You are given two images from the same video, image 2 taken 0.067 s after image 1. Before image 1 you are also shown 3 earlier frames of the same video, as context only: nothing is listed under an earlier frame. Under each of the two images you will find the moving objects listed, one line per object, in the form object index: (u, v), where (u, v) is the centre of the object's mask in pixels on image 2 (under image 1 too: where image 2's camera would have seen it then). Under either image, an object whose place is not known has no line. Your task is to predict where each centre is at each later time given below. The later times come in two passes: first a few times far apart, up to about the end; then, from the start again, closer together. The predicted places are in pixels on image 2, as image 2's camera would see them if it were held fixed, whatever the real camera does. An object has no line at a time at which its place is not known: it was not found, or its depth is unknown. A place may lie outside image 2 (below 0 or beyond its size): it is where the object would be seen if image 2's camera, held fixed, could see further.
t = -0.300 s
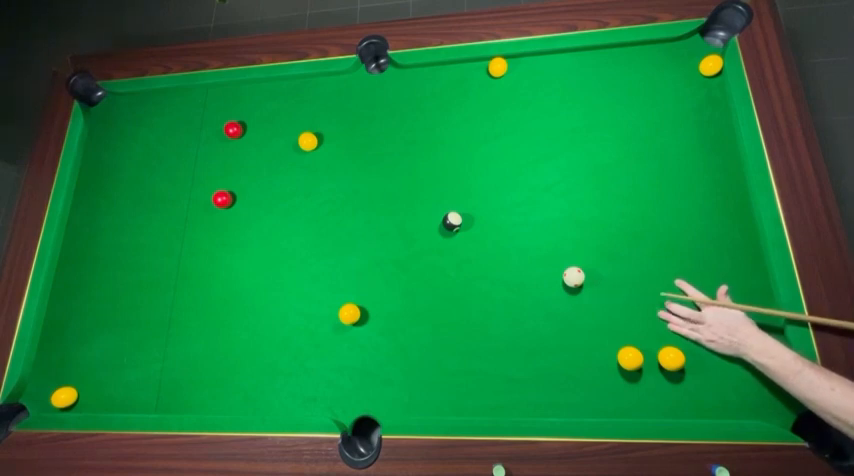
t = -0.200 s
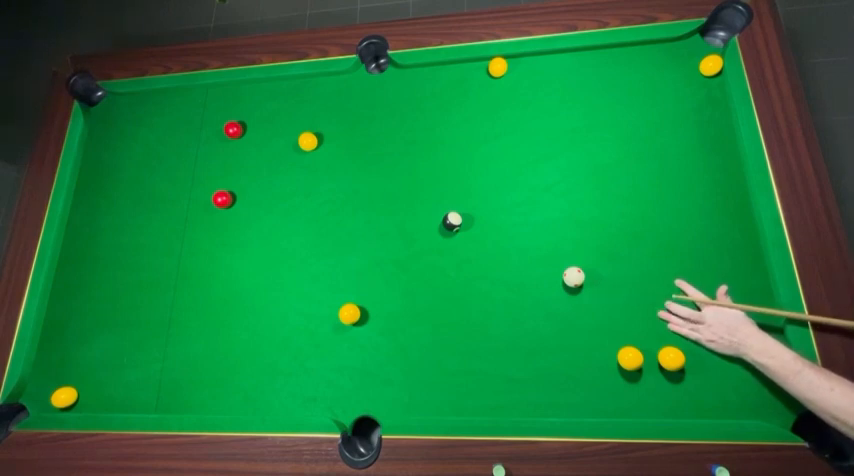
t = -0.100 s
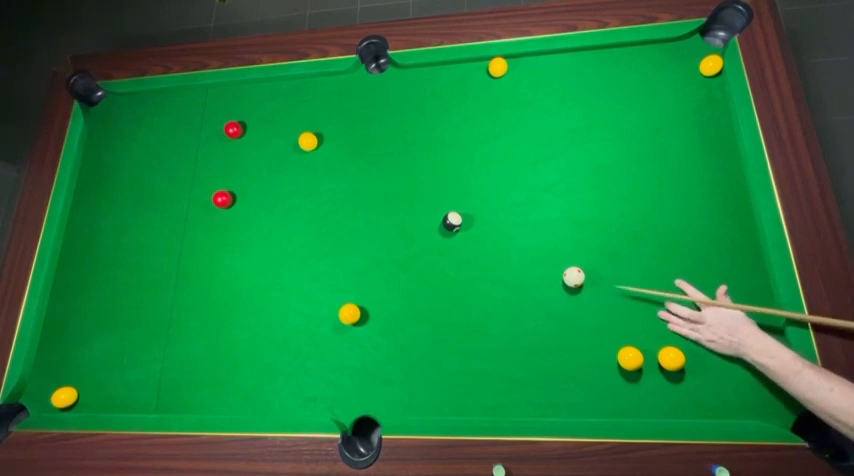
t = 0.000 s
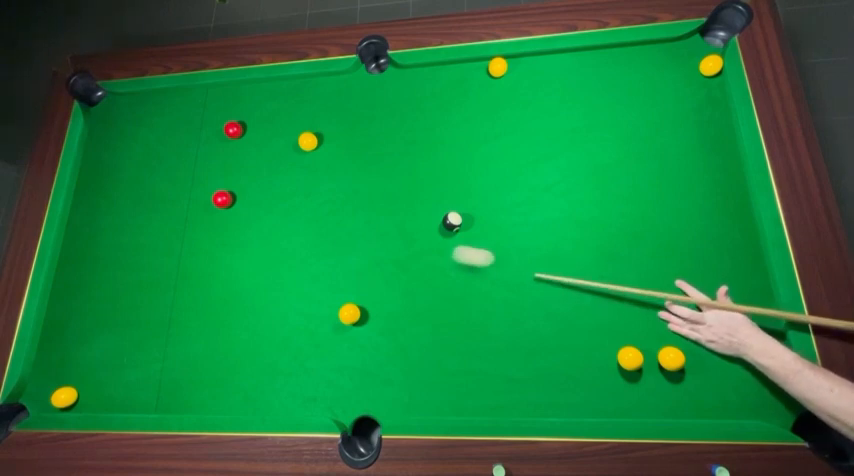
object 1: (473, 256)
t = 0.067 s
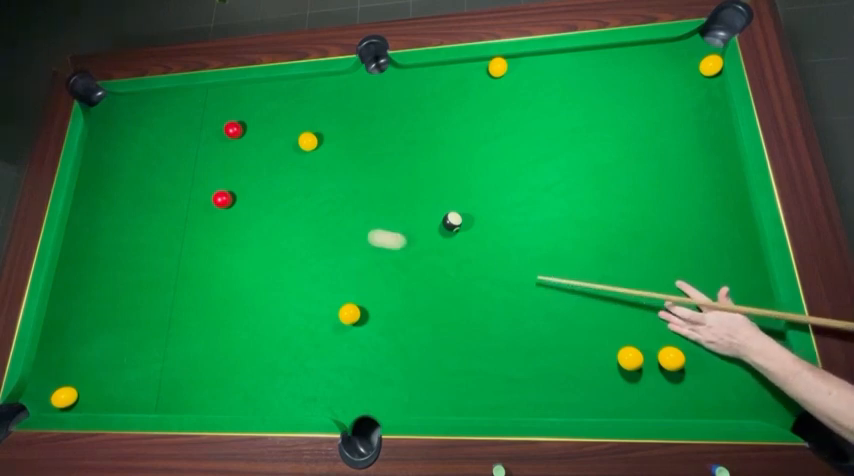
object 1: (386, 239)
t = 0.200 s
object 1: (242, 211)
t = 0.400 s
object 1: (194, 274)
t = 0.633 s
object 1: (166, 342)
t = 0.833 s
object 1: (143, 402)
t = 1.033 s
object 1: (147, 369)
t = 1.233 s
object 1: (150, 342)
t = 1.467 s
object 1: (154, 314)
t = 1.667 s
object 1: (158, 292)
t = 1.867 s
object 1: (161, 273)
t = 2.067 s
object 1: (164, 256)
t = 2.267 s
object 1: (167, 240)
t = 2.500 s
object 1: (170, 224)
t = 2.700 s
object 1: (173, 212)
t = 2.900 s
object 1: (175, 202)
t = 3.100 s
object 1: (177, 193)
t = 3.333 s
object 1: (179, 185)
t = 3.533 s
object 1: (180, 179)
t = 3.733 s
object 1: (181, 175)
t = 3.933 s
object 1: (181, 173)
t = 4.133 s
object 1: (181, 171)
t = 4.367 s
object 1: (181, 170)
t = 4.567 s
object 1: (181, 170)
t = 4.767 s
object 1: (181, 170)
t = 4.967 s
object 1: (181, 171)
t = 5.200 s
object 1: (181, 171)
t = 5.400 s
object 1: (181, 171)
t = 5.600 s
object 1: (181, 170)
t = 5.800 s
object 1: (181, 170)
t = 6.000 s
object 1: (181, 170)
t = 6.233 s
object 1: (181, 170)
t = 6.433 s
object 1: (181, 170)
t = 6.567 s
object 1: (181, 170)
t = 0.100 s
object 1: (347, 231)
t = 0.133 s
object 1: (309, 224)
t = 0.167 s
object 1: (275, 217)
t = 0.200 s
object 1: (242, 211)
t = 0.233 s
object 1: (227, 217)
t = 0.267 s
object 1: (220, 229)
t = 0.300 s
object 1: (212, 241)
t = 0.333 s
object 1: (206, 252)
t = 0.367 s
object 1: (200, 263)
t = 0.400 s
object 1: (194, 274)
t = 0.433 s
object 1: (189, 284)
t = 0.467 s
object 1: (185, 294)
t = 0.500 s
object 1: (181, 303)
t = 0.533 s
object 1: (178, 313)
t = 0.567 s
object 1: (174, 323)
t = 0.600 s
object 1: (170, 332)
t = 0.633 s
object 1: (166, 342)
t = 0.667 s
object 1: (162, 352)
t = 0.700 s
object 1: (158, 362)
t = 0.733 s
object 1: (155, 372)
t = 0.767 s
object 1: (151, 382)
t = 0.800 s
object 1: (147, 392)
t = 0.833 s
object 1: (143, 402)
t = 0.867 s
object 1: (143, 398)
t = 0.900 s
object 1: (144, 390)
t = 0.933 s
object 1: (145, 384)
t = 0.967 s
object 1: (146, 378)
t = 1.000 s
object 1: (146, 374)
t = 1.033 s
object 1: (147, 369)
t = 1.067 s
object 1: (148, 364)
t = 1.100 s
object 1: (148, 360)
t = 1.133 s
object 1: (149, 355)
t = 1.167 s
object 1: (149, 351)
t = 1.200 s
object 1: (150, 347)
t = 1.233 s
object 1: (150, 342)
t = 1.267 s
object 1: (151, 338)
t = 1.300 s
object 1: (151, 334)
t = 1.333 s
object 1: (152, 330)
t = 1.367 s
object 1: (153, 326)
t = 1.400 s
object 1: (153, 322)
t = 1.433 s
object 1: (154, 318)
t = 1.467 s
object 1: (154, 314)
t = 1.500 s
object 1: (155, 310)
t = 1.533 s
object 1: (155, 307)
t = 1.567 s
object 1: (156, 303)
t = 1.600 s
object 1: (157, 300)
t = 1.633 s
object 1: (157, 296)
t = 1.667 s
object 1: (158, 292)
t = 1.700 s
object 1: (158, 289)
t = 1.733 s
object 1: (159, 286)
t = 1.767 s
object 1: (159, 283)
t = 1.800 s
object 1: (160, 279)
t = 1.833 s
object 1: (161, 276)
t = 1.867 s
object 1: (161, 273)
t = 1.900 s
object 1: (162, 270)
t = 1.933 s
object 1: (162, 267)
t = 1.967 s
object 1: (163, 264)
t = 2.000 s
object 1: (163, 261)
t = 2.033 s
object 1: (164, 258)
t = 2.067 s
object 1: (164, 256)
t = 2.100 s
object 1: (165, 253)
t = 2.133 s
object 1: (165, 250)
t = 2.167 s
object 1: (166, 247)
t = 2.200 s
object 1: (166, 245)
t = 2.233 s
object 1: (166, 242)
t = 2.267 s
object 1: (167, 240)
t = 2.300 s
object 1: (167, 237)
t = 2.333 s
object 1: (168, 235)
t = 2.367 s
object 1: (168, 233)
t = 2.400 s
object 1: (169, 230)
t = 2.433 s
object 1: (169, 228)
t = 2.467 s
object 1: (170, 226)
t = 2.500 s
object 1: (170, 224)
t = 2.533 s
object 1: (171, 222)
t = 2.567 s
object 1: (171, 219)
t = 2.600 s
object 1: (171, 218)
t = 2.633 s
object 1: (172, 216)
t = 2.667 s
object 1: (172, 214)
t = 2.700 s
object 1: (173, 212)
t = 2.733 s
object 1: (173, 210)
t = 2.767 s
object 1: (174, 208)
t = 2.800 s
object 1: (174, 206)
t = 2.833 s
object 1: (174, 205)
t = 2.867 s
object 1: (175, 203)
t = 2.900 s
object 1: (175, 202)
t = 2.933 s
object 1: (175, 200)
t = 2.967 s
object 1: (176, 199)
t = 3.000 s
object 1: (176, 197)
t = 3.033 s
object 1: (176, 196)
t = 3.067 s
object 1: (177, 194)
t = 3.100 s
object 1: (177, 193)
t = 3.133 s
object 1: (177, 192)
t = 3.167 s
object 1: (177, 191)
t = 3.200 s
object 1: (178, 189)
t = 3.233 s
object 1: (178, 188)
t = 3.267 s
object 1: (178, 187)
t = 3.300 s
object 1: (179, 186)
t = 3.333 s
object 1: (179, 185)
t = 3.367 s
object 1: (179, 184)
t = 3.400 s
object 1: (179, 183)
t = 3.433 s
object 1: (179, 182)
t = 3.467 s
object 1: (180, 181)
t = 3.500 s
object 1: (180, 180)
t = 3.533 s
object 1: (180, 179)
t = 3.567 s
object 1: (180, 179)
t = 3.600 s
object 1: (180, 178)
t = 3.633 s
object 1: (180, 177)
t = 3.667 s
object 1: (180, 177)
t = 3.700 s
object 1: (180, 176)
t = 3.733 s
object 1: (181, 175)
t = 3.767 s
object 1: (181, 175)
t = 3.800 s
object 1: (181, 174)
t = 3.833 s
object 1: (181, 174)
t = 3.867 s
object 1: (181, 173)
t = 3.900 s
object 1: (181, 173)
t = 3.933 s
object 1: (181, 173)
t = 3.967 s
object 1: (181, 172)
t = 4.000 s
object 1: (181, 172)
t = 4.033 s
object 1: (181, 172)
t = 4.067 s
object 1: (181, 171)
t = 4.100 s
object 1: (181, 171)
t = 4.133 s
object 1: (181, 171)
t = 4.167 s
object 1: (181, 171)
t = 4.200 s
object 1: (181, 171)
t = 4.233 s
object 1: (181, 171)
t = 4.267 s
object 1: (181, 170)
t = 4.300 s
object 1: (181, 170)
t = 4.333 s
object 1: (181, 170)
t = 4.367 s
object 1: (181, 170)
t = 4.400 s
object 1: (181, 170)
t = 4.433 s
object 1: (181, 170)
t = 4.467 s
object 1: (181, 170)
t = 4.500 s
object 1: (181, 170)
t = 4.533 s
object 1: (181, 170)
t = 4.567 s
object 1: (181, 170)
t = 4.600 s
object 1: (181, 170)
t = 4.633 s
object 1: (181, 170)
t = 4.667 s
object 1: (181, 170)
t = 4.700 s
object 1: (181, 170)
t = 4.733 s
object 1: (181, 170)
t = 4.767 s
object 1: (181, 170)
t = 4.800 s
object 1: (181, 171)
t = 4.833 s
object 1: (181, 171)
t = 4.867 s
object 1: (181, 171)
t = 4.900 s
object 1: (181, 170)
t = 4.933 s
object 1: (181, 170)
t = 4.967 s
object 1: (181, 171)
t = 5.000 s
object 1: (181, 170)
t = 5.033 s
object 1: (181, 170)
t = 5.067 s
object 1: (181, 170)
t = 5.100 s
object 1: (181, 171)
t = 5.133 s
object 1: (181, 170)
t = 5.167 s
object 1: (181, 170)
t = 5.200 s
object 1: (181, 171)
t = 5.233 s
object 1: (181, 170)
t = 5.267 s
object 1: (181, 170)
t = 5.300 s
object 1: (181, 170)
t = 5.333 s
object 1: (181, 170)
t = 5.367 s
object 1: (181, 170)
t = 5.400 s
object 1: (181, 171)
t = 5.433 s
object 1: (181, 170)
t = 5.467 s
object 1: (181, 170)
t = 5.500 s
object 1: (181, 170)
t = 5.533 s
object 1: (181, 170)
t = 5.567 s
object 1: (181, 170)
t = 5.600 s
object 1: (181, 170)
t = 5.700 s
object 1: (181, 170)
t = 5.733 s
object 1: (181, 170)
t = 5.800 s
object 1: (181, 170)
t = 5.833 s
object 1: (181, 170)
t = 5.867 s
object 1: (181, 170)
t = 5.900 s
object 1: (181, 170)
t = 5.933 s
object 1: (181, 170)
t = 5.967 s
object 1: (181, 170)
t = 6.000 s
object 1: (181, 170)
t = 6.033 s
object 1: (181, 170)
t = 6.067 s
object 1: (181, 170)
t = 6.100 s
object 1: (181, 170)
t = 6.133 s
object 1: (181, 170)
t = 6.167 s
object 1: (181, 170)
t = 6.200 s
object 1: (181, 170)
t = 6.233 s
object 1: (181, 170)
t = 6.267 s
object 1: (181, 170)
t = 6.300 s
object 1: (181, 170)
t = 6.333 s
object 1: (181, 170)
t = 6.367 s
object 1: (181, 170)
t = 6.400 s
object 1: (181, 170)
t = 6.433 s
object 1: (181, 170)
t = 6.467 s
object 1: (181, 170)
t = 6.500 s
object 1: (181, 170)
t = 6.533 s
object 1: (181, 170)
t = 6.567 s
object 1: (181, 170)
